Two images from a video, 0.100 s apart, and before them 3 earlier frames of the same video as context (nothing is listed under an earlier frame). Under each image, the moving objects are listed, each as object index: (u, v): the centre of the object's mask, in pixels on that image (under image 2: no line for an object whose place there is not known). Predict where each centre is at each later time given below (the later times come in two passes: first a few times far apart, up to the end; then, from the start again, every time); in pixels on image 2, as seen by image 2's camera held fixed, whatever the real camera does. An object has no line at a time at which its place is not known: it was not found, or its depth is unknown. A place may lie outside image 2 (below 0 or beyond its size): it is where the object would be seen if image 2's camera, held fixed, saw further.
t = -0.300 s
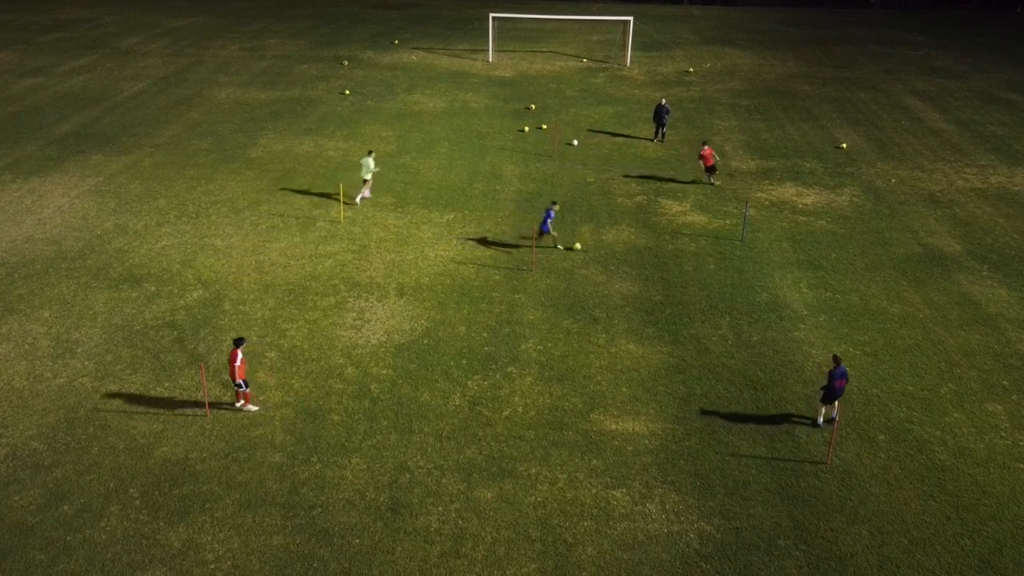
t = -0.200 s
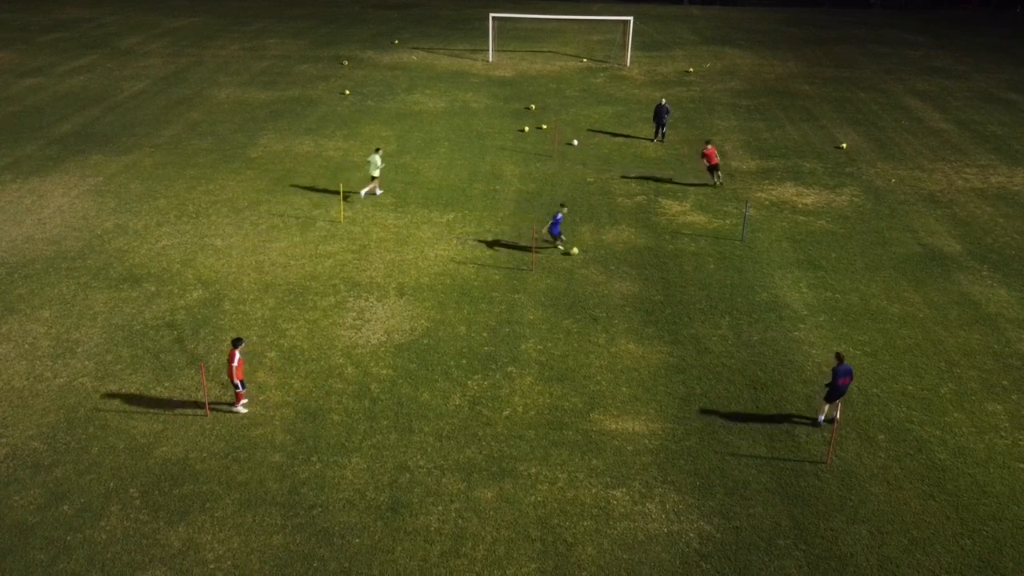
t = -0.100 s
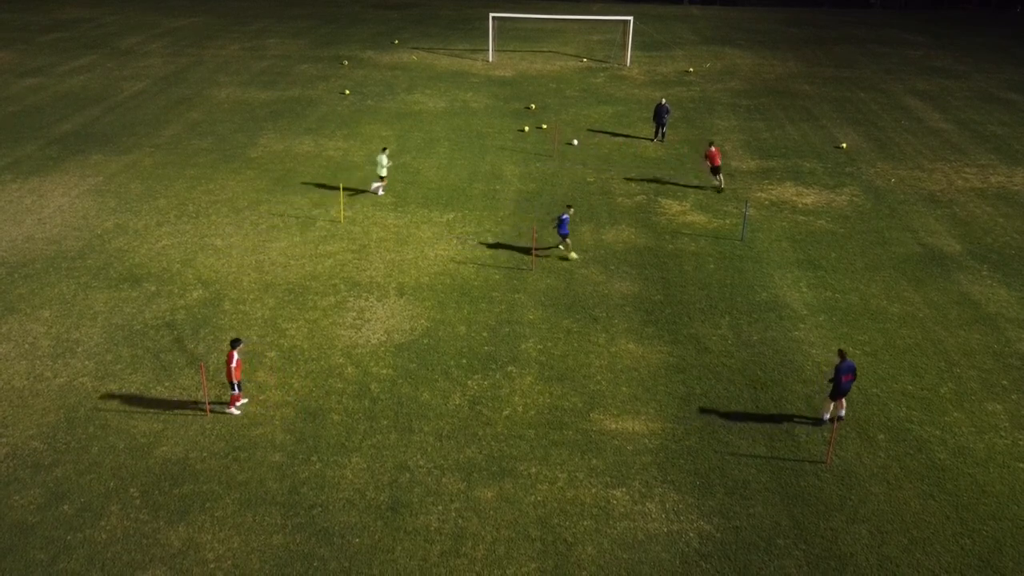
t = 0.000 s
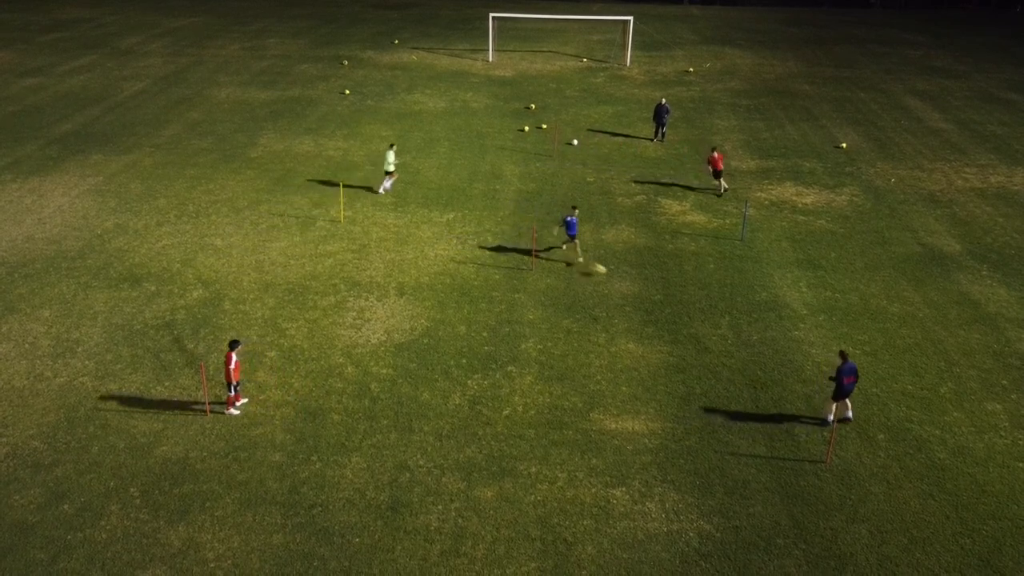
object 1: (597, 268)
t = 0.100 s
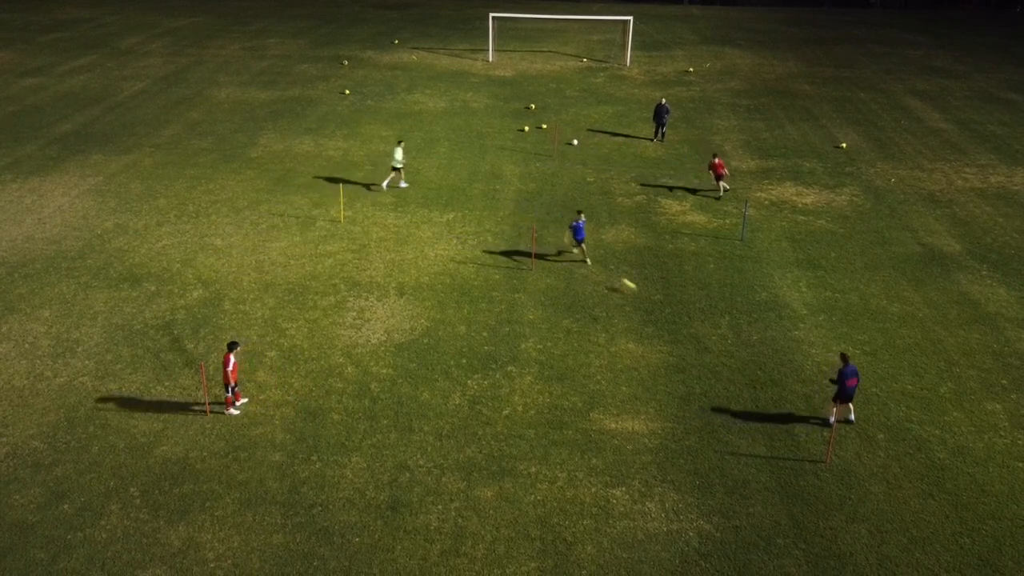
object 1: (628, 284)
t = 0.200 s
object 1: (659, 304)
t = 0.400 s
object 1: (715, 333)
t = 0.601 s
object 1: (770, 365)
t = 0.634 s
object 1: (778, 369)
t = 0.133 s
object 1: (637, 290)
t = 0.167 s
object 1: (648, 297)
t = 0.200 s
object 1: (659, 304)
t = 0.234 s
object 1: (667, 308)
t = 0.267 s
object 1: (676, 312)
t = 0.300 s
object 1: (686, 317)
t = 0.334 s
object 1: (695, 321)
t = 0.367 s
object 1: (704, 327)
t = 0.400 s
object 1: (715, 333)
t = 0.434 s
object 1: (724, 339)
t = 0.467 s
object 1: (734, 346)
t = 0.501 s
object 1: (744, 352)
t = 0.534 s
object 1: (753, 355)
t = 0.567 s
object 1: (762, 360)
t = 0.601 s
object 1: (770, 365)
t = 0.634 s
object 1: (778, 369)
